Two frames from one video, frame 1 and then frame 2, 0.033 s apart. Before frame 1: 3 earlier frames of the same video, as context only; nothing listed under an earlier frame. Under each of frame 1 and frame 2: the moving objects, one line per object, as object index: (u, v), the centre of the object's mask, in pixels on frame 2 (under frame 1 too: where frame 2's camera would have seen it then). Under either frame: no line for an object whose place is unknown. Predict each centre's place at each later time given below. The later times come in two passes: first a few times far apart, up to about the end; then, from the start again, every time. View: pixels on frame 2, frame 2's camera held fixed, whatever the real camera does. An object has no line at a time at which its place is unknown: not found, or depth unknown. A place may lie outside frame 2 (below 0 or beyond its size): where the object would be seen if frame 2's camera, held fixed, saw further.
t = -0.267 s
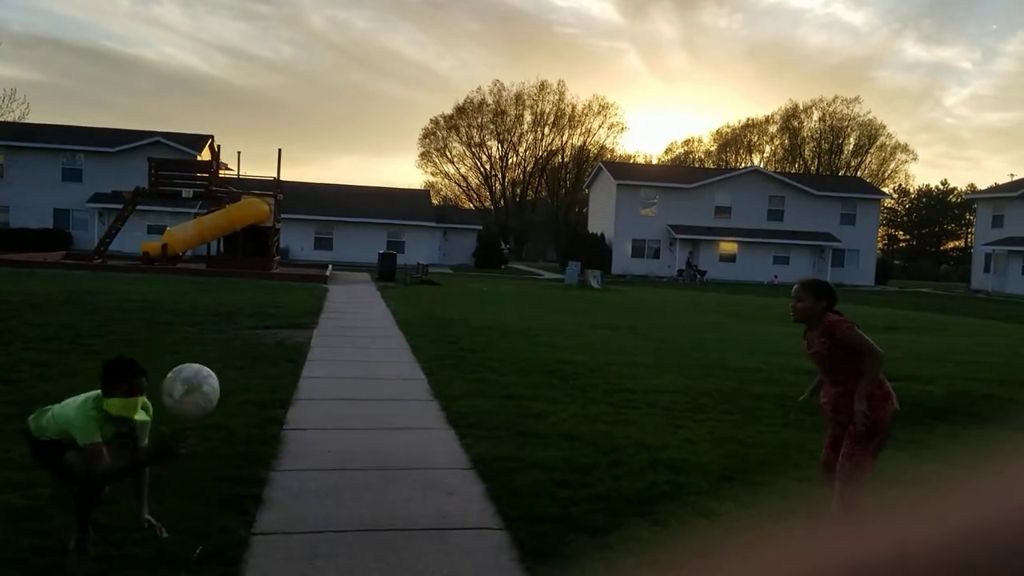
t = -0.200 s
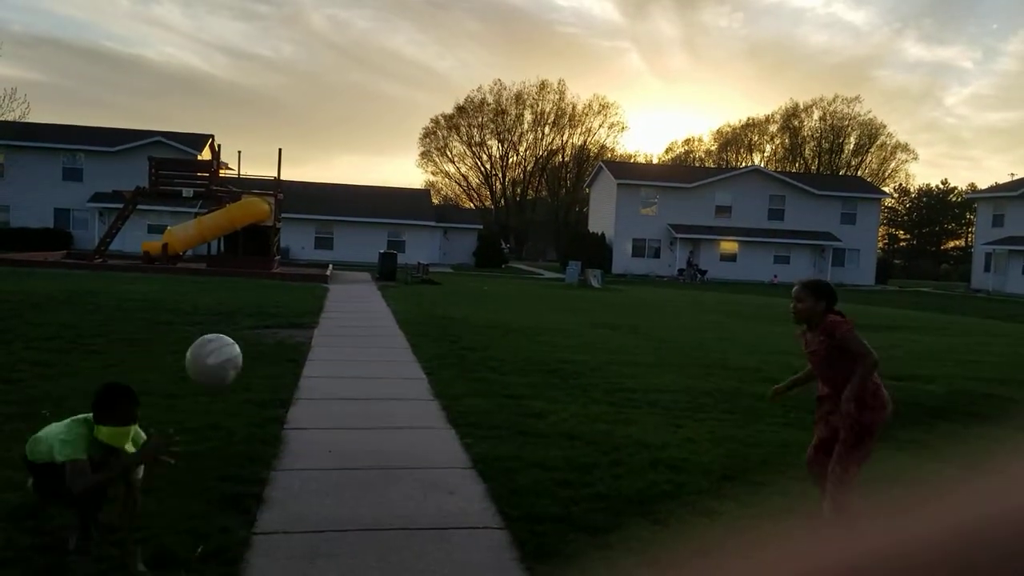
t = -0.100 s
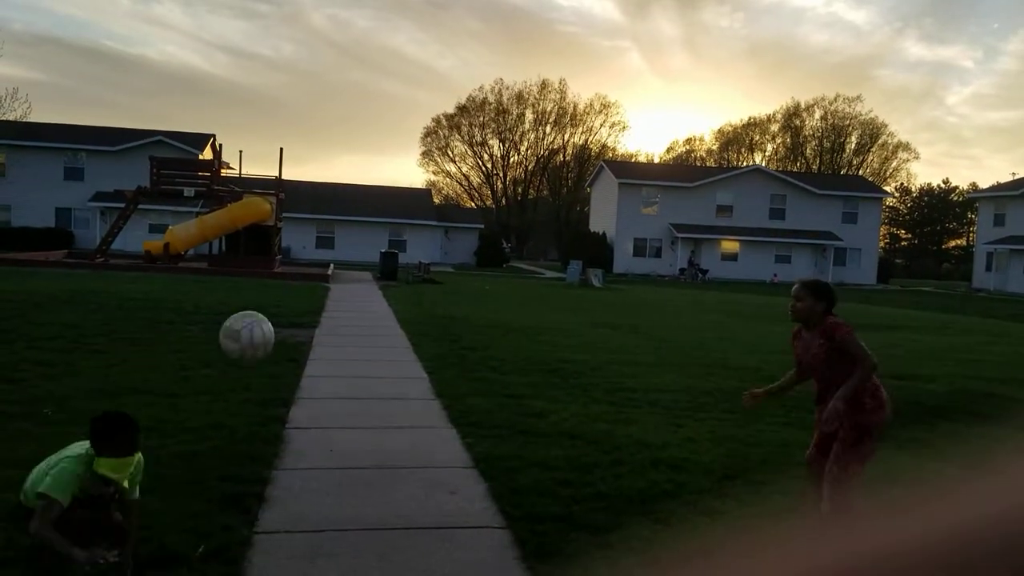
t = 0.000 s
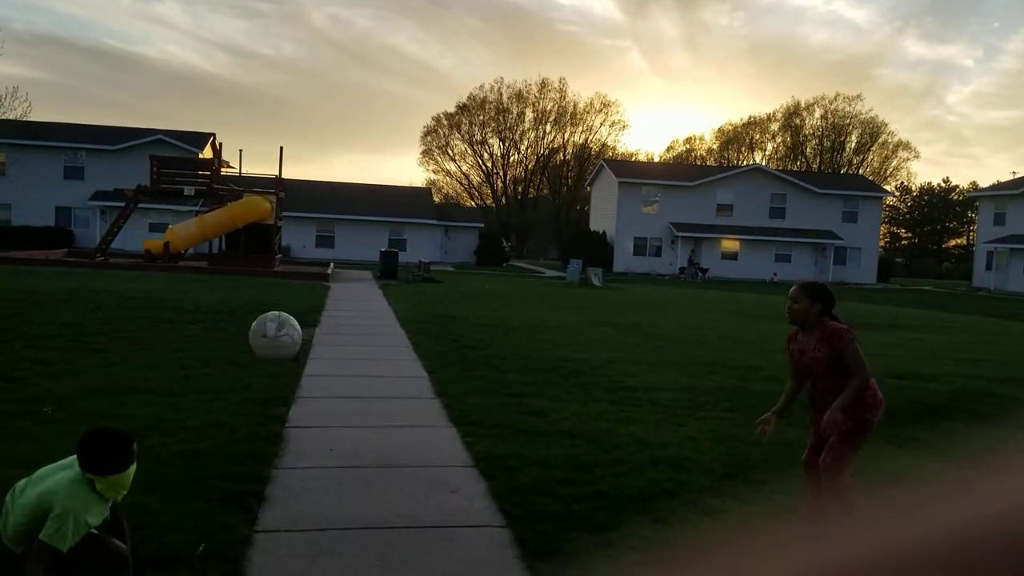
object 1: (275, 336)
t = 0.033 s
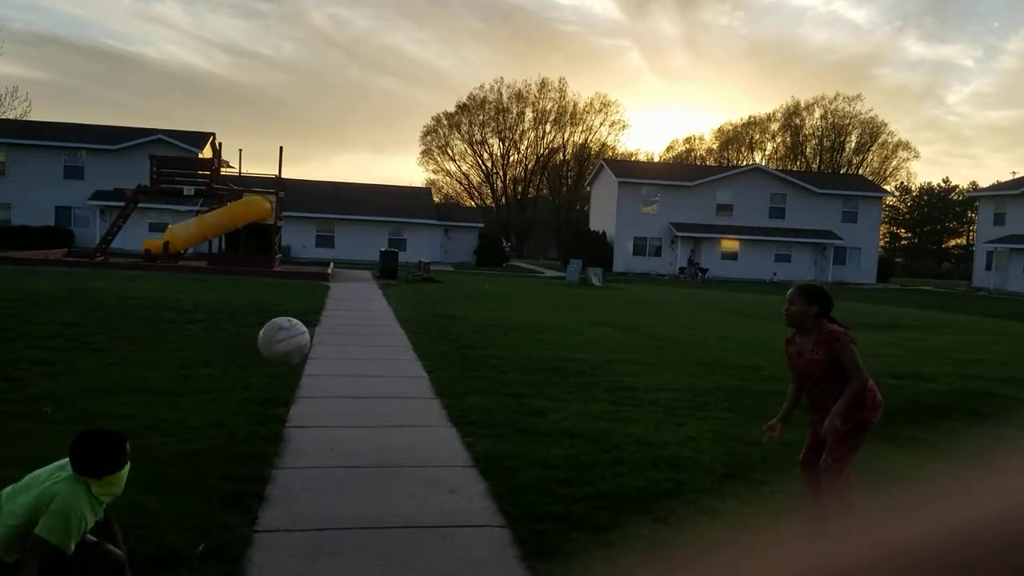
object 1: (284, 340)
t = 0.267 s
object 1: (339, 438)
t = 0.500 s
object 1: (368, 439)
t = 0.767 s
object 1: (375, 381)
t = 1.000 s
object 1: (378, 438)
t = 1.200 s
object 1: (382, 412)
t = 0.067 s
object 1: (292, 348)
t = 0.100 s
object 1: (301, 359)
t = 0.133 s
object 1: (309, 371)
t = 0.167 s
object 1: (317, 384)
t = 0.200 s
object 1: (325, 400)
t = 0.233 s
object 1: (332, 418)
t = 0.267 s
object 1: (339, 438)
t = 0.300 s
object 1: (346, 460)
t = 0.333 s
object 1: (354, 482)
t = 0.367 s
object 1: (360, 507)
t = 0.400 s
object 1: (363, 503)
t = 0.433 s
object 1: (365, 479)
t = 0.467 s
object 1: (366, 457)
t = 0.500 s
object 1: (368, 439)
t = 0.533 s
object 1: (369, 423)
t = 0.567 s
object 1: (370, 410)
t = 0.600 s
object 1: (371, 399)
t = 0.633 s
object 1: (372, 391)
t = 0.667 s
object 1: (373, 385)
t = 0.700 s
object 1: (374, 382)
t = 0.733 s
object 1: (375, 381)
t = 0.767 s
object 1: (375, 381)
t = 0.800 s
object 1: (375, 384)
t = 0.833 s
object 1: (376, 388)
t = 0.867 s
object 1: (376, 395)
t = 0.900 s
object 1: (377, 404)
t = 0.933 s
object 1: (377, 414)
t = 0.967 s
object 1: (378, 425)
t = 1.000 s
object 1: (378, 438)
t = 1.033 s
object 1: (378, 453)
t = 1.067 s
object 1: (379, 468)
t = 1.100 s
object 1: (379, 450)
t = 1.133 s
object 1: (380, 435)
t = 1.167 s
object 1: (381, 422)
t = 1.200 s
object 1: (382, 412)
